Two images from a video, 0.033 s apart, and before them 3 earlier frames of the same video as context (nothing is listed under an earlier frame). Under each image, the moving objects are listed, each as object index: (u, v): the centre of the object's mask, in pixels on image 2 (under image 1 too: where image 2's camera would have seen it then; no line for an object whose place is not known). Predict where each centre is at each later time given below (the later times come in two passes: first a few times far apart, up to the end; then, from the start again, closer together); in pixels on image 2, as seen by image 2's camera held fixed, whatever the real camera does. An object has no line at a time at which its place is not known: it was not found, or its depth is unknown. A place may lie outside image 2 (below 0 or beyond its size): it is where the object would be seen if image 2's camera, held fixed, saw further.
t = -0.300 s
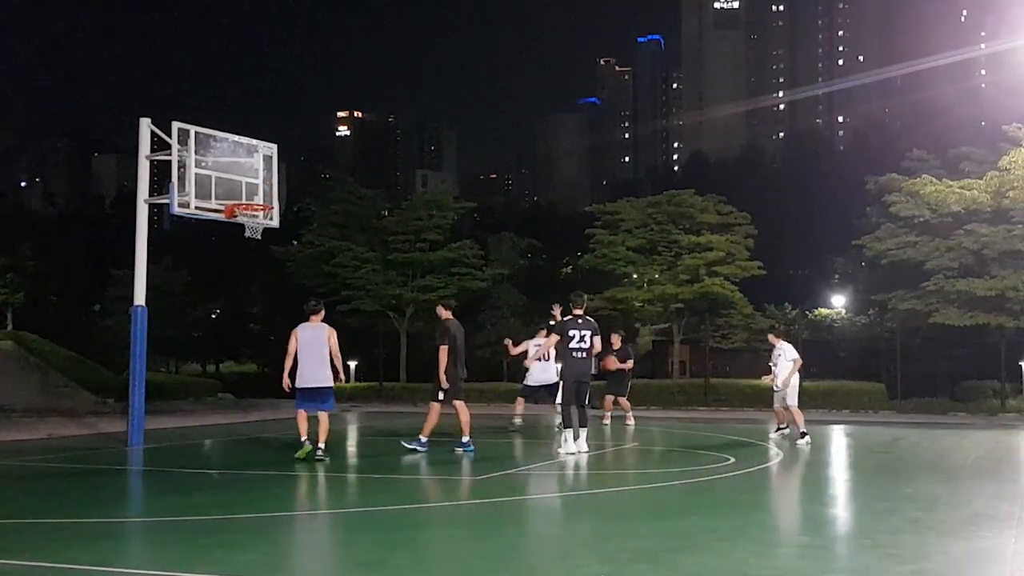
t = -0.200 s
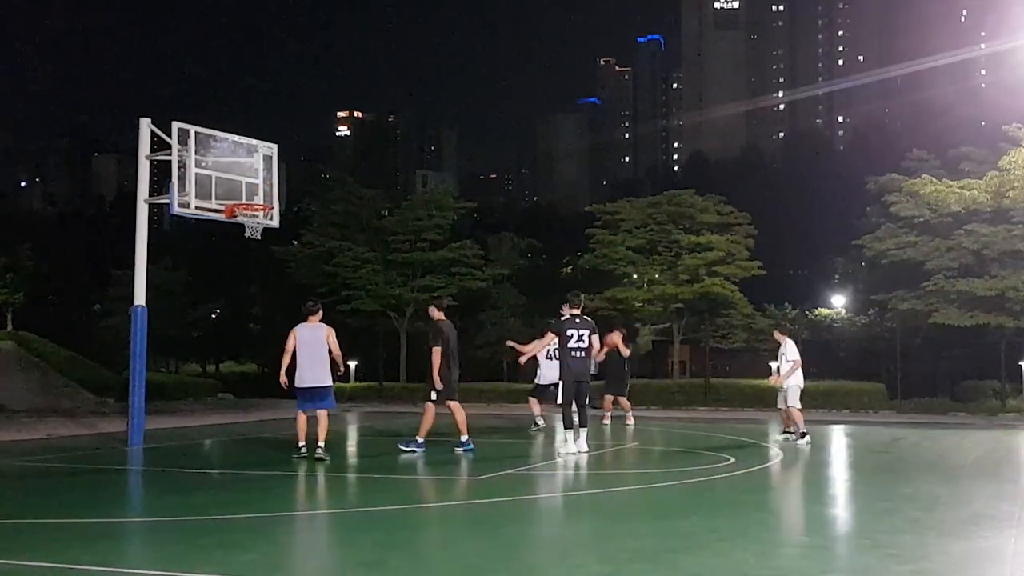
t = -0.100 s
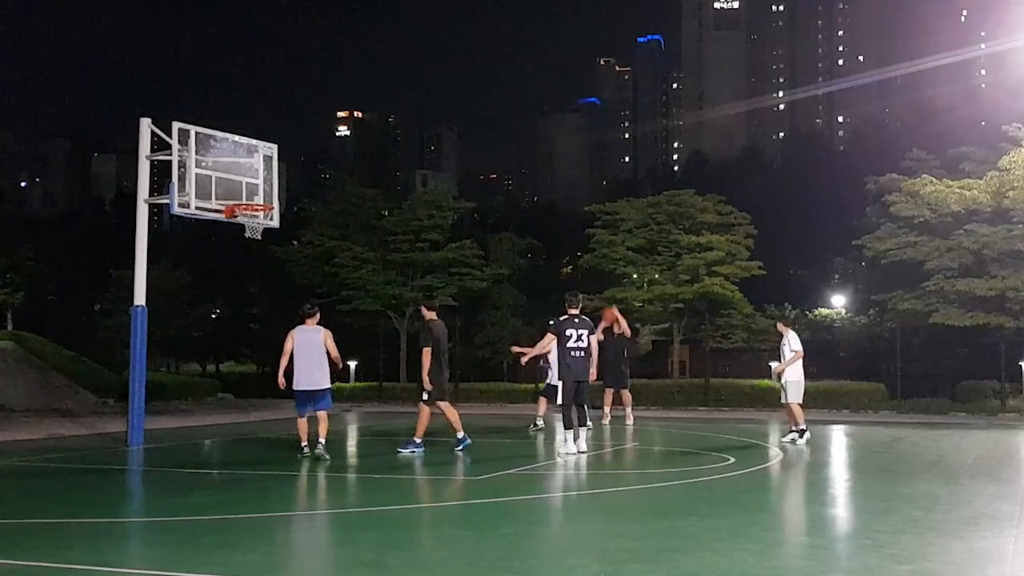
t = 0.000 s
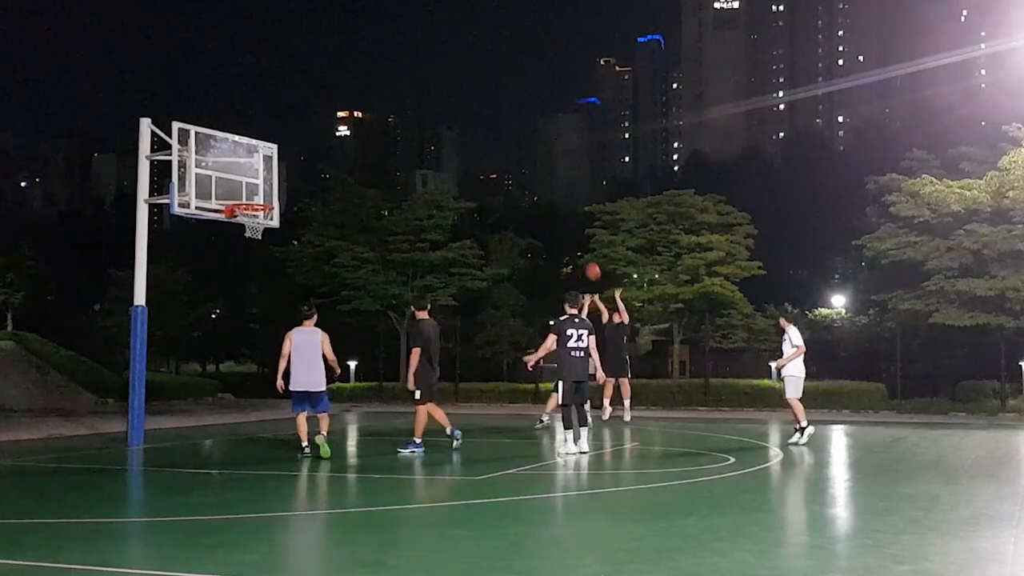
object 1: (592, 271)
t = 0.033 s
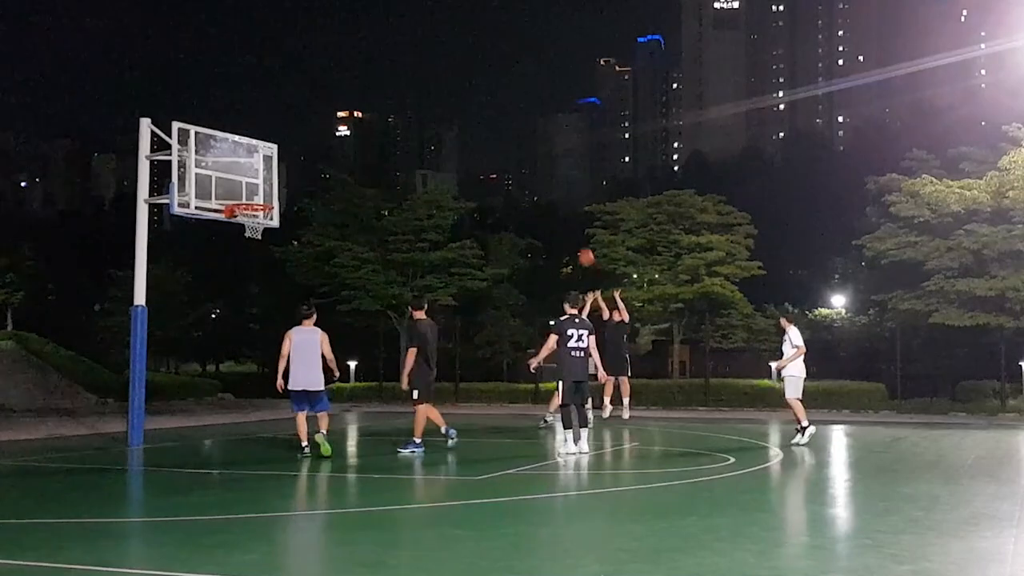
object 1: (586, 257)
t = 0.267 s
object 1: (537, 168)
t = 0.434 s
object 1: (500, 122)
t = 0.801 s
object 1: (412, 78)
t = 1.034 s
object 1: (348, 98)
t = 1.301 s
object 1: (271, 175)
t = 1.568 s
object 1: (260, 160)
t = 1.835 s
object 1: (284, 129)
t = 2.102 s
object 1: (307, 153)
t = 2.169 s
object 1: (313, 167)
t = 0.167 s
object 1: (558, 203)
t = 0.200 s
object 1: (551, 191)
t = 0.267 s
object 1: (537, 168)
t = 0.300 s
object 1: (530, 157)
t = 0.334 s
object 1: (522, 148)
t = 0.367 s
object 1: (515, 138)
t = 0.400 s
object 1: (508, 130)
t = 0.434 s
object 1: (500, 122)
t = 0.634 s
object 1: (453, 88)
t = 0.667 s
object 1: (445, 84)
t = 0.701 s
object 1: (437, 81)
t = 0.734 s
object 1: (429, 79)
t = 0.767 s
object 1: (420, 78)
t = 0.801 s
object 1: (412, 78)
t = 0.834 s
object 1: (403, 78)
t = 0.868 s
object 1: (394, 79)
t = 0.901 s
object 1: (385, 81)
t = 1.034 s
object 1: (348, 98)
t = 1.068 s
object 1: (339, 104)
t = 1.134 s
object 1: (320, 119)
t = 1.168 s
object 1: (310, 129)
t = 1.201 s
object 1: (300, 139)
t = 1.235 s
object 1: (291, 150)
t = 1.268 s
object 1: (282, 162)
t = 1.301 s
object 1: (271, 175)
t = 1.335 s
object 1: (258, 189)
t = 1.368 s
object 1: (251, 201)
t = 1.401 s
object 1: (248, 200)
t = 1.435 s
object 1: (248, 196)
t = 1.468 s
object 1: (252, 186)
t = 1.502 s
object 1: (255, 176)
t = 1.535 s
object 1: (257, 167)
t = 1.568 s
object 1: (260, 160)
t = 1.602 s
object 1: (264, 153)
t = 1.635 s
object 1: (267, 146)
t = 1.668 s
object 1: (270, 141)
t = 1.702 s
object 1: (273, 137)
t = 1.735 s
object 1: (276, 134)
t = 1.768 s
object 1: (279, 131)
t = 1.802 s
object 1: (281, 129)
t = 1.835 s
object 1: (284, 129)
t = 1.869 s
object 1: (287, 128)
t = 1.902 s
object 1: (290, 130)
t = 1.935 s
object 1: (293, 131)
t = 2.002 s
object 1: (299, 137)
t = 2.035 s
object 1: (301, 142)
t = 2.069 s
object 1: (304, 147)
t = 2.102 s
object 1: (307, 153)
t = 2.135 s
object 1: (309, 159)
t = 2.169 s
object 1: (313, 167)
